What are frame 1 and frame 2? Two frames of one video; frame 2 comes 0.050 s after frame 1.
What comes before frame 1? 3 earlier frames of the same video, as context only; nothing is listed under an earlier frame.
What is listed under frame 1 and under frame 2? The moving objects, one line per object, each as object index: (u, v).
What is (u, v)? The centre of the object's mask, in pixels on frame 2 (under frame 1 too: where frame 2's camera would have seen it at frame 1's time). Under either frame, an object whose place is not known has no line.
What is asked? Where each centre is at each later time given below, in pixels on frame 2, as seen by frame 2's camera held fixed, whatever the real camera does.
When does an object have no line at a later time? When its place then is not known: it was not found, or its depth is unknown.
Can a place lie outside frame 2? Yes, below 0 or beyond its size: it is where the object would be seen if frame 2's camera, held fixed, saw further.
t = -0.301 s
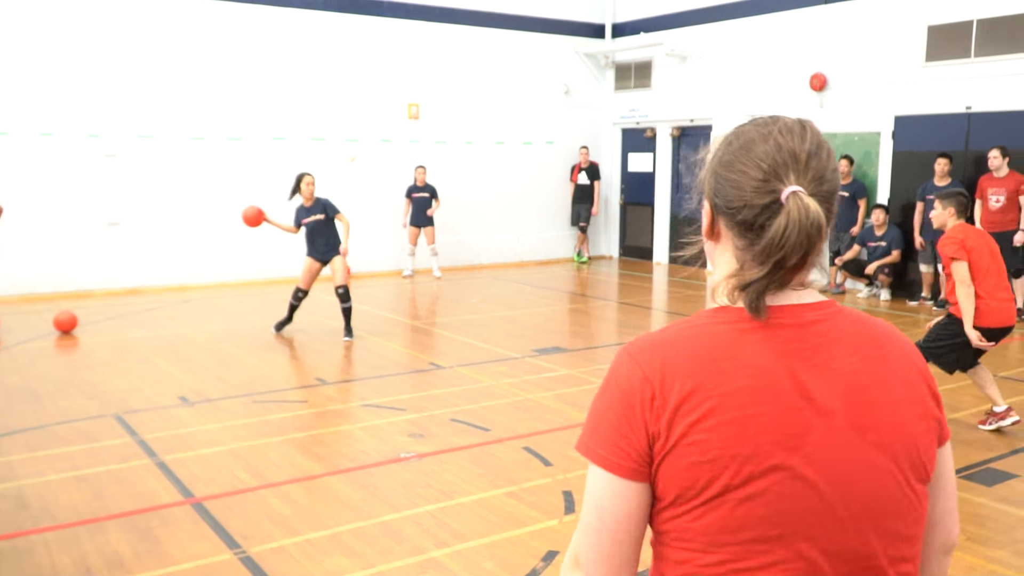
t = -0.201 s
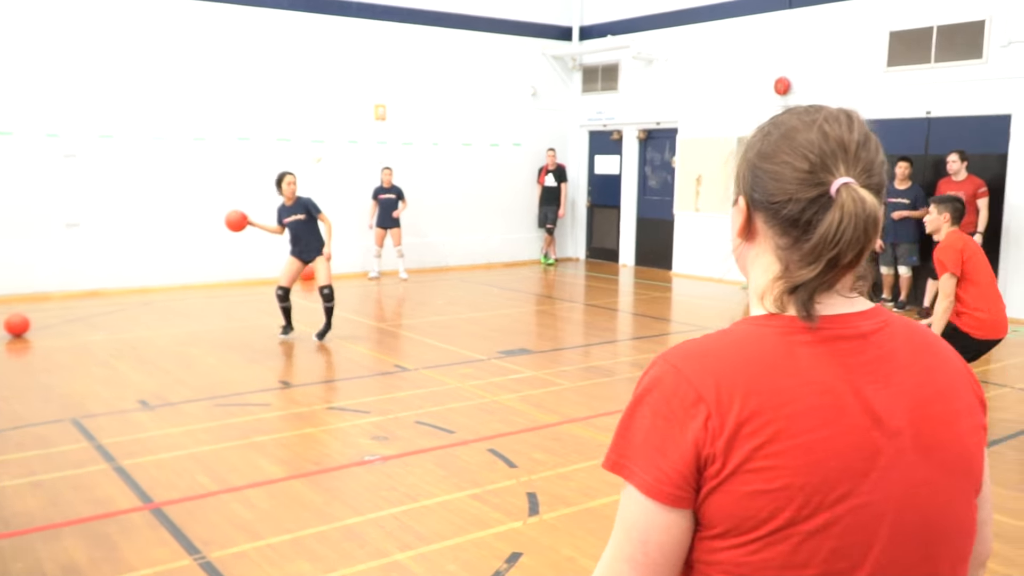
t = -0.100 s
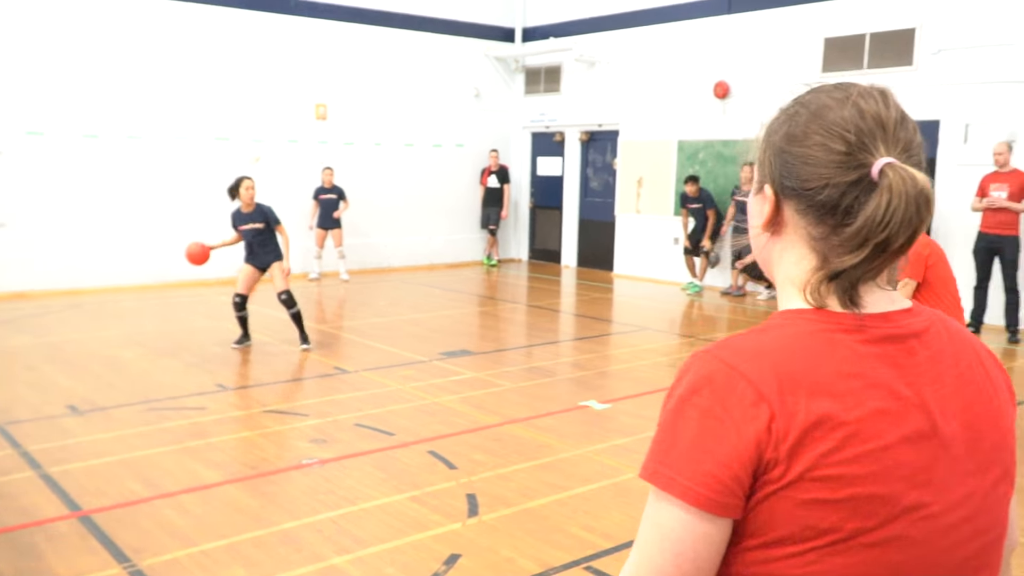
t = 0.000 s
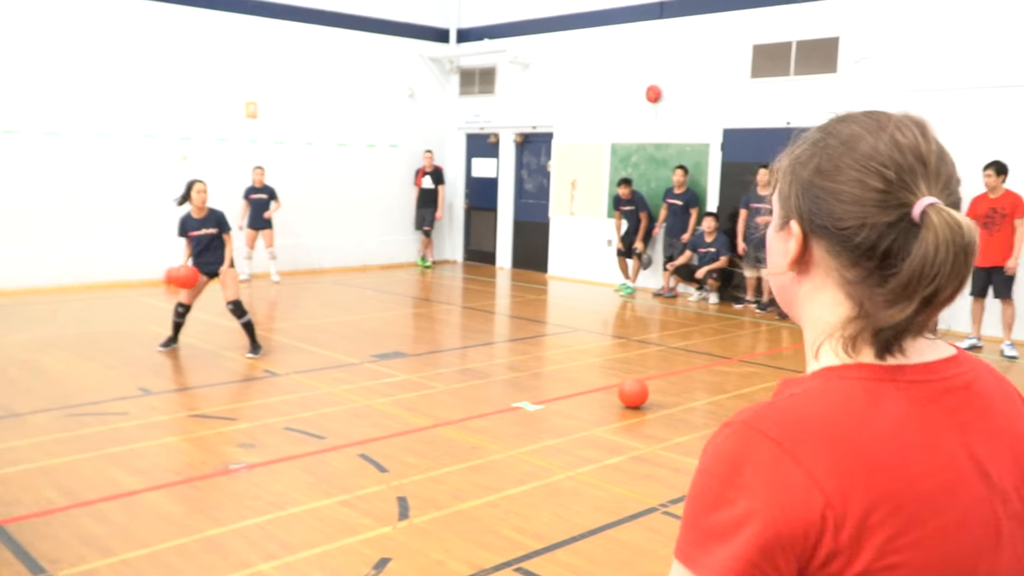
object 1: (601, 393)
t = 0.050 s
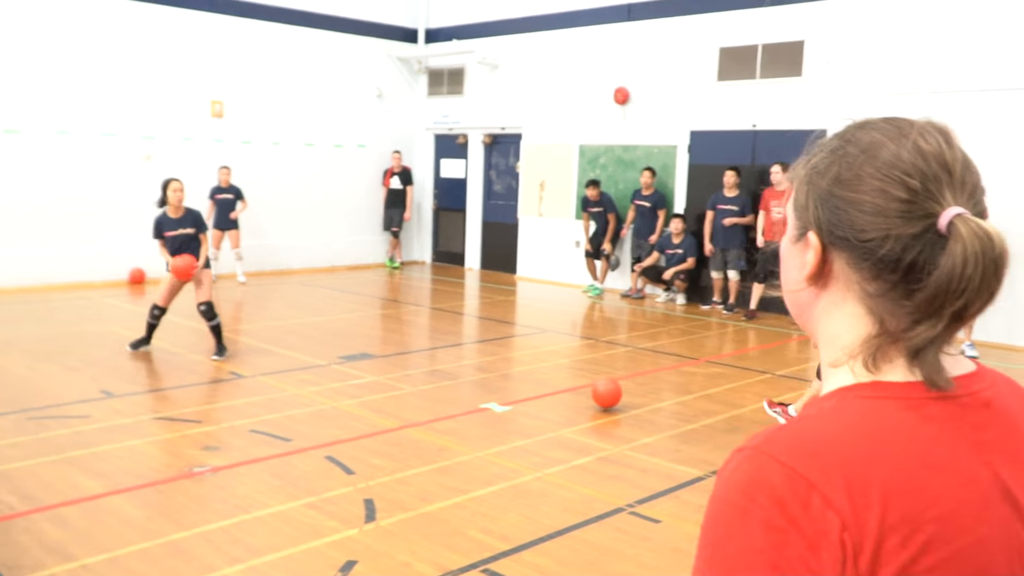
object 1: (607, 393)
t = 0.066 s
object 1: (608, 393)
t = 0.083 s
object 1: (610, 394)
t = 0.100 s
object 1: (612, 396)
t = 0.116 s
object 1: (614, 398)
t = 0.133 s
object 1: (616, 399)
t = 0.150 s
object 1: (618, 399)
